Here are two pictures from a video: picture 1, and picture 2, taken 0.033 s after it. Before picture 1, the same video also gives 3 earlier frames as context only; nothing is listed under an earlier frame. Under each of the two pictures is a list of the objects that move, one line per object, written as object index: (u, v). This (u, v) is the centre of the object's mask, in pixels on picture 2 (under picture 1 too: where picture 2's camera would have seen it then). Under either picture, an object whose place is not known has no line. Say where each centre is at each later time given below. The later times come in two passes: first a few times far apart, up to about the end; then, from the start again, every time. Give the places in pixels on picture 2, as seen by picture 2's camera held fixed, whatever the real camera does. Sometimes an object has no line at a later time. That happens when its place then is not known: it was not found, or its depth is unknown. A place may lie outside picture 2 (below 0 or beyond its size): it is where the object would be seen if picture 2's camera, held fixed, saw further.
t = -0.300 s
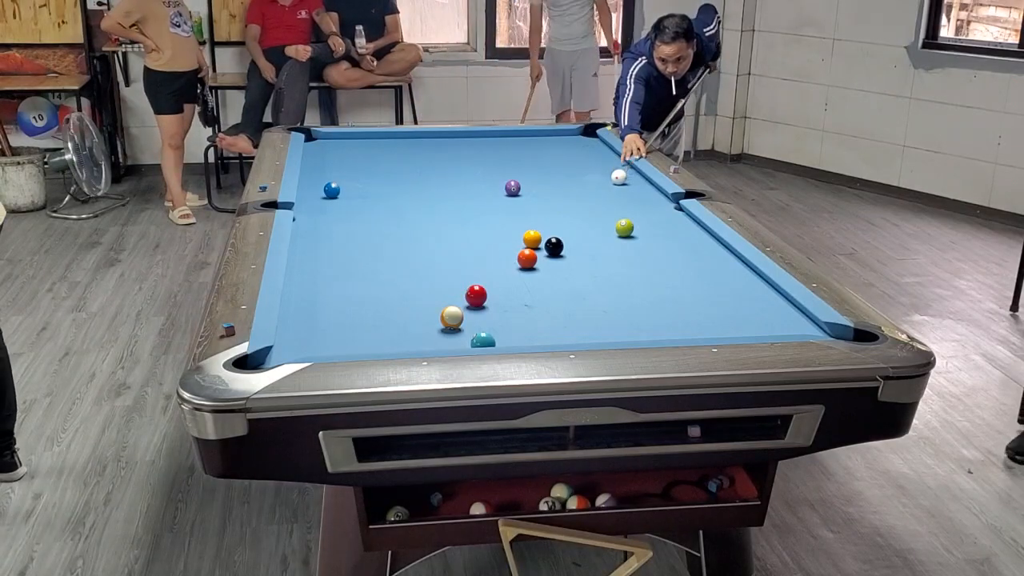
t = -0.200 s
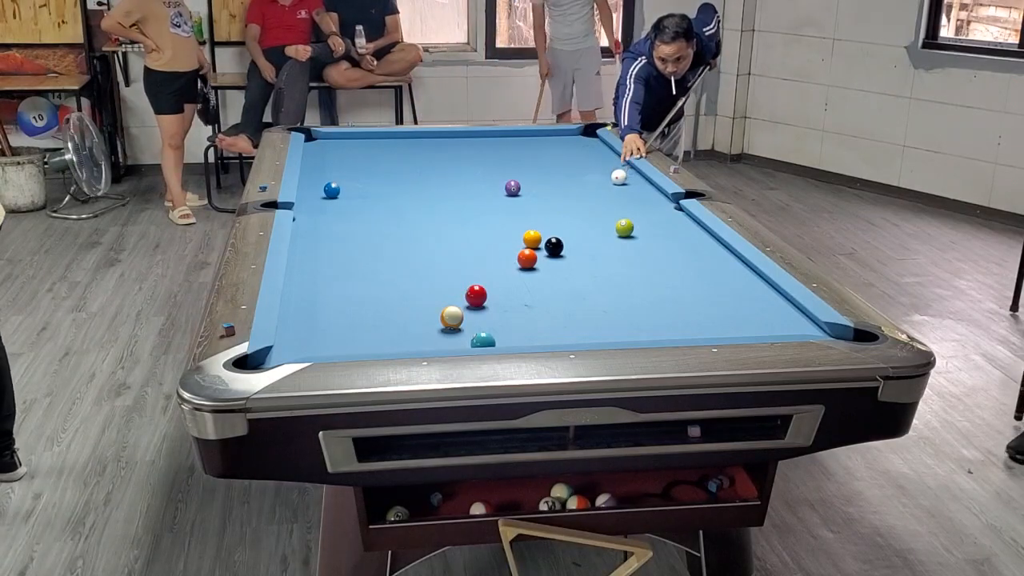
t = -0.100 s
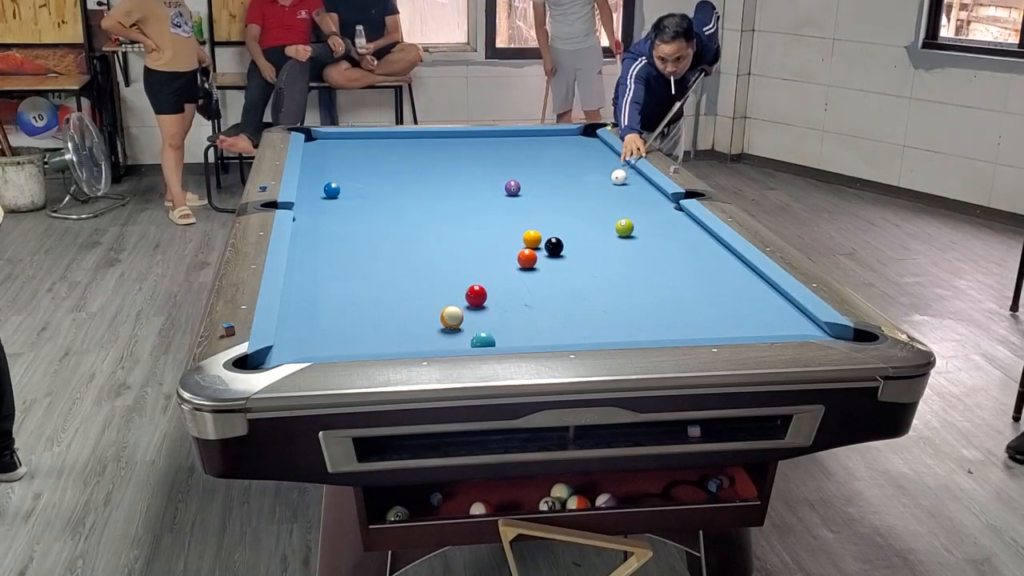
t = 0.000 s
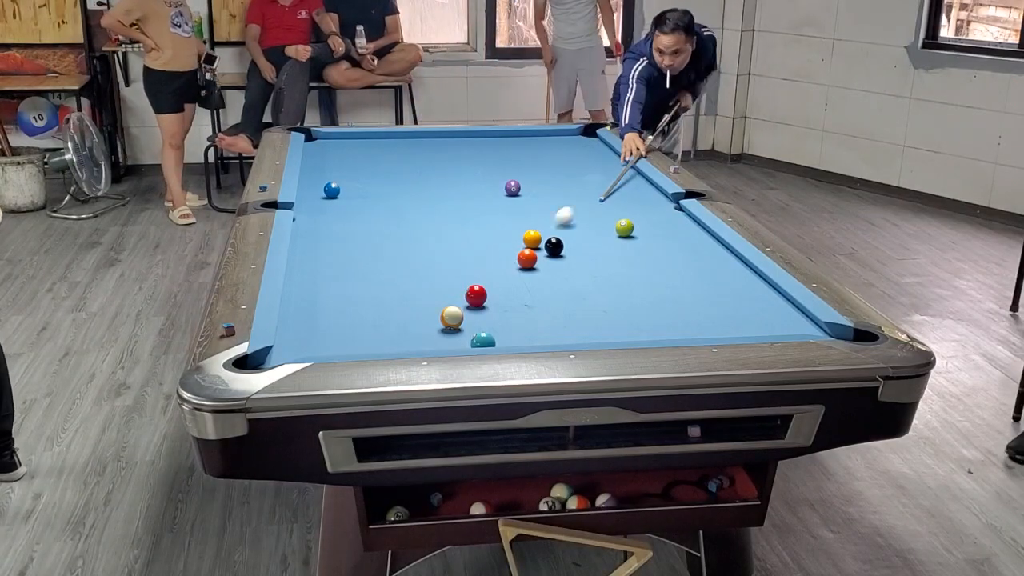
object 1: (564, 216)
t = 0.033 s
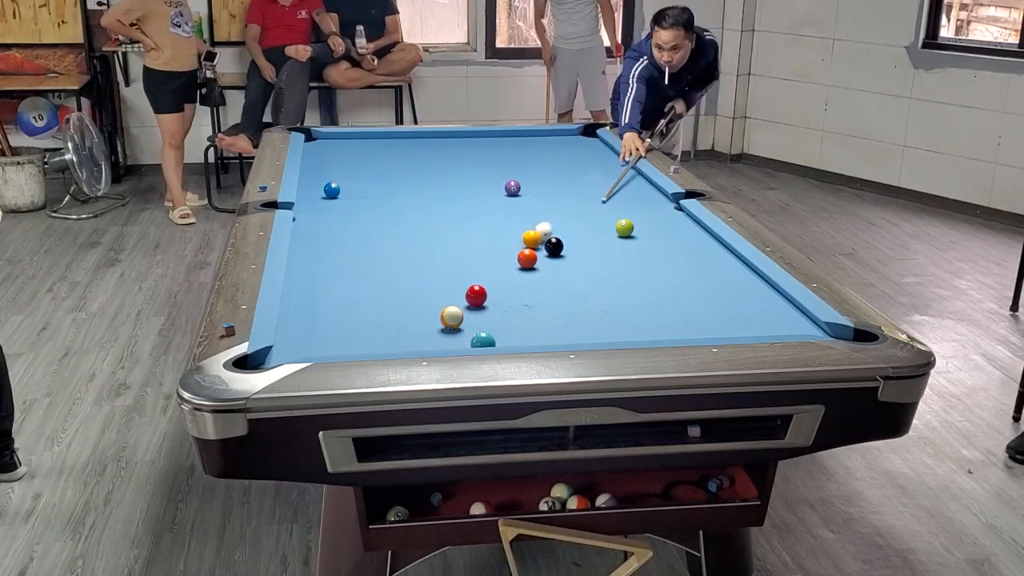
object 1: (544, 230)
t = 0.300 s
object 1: (614, 255)
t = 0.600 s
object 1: (685, 274)
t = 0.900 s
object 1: (764, 294)
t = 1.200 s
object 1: (767, 309)
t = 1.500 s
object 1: (753, 323)
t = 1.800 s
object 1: (739, 331)
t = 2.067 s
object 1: (724, 329)
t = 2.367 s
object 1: (709, 326)
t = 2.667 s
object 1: (697, 322)
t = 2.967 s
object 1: (687, 319)
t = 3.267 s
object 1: (679, 316)
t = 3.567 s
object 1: (674, 313)
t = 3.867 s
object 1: (669, 312)
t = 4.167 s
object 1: (666, 311)
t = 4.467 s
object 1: (666, 311)
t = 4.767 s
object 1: (666, 311)
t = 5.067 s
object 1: (666, 311)
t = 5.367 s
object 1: (666, 311)
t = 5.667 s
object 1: (666, 311)
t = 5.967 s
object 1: (666, 311)
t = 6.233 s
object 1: (666, 311)
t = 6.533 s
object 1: (666, 311)
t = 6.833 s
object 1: (666, 311)
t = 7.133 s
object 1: (666, 311)
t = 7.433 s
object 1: (666, 311)
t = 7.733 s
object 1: (666, 311)
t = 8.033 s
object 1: (666, 311)
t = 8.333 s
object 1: (666, 311)
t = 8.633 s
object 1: (666, 311)
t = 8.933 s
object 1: (666, 311)
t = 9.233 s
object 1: (666, 311)
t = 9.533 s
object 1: (666, 311)
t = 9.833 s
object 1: (666, 311)
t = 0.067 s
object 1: (550, 231)
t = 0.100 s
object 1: (561, 234)
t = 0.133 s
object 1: (571, 242)
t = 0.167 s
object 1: (579, 244)
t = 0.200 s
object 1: (589, 248)
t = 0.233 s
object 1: (597, 250)
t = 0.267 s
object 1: (606, 252)
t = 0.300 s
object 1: (614, 255)
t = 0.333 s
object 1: (621, 257)
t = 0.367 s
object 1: (629, 259)
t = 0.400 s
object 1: (637, 261)
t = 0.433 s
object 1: (645, 263)
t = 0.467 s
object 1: (653, 265)
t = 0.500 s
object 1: (661, 267)
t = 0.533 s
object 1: (669, 269)
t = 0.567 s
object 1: (677, 272)
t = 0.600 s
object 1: (685, 274)
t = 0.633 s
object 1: (694, 276)
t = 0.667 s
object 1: (702, 278)
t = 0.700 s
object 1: (711, 281)
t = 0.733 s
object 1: (719, 283)
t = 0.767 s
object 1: (728, 285)
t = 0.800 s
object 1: (737, 287)
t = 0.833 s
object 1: (746, 290)
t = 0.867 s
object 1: (755, 292)
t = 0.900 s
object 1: (764, 294)
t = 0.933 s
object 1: (772, 296)
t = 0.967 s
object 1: (780, 299)
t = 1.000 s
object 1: (777, 300)
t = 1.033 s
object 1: (775, 302)
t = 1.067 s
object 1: (774, 303)
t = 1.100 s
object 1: (772, 305)
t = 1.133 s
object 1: (770, 306)
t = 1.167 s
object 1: (769, 308)
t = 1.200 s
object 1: (767, 309)
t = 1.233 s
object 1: (766, 311)
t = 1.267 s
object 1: (764, 312)
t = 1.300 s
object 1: (763, 314)
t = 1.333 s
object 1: (761, 315)
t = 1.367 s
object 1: (760, 317)
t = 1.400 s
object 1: (758, 318)
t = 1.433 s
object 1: (757, 320)
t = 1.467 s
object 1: (755, 321)
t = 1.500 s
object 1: (753, 323)
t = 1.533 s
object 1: (751, 324)
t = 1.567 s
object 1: (750, 325)
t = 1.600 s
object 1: (748, 326)
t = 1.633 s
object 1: (747, 327)
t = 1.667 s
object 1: (745, 327)
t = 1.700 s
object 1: (744, 328)
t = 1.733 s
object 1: (742, 329)
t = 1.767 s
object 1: (740, 330)
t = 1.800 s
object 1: (739, 331)
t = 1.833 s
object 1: (737, 331)
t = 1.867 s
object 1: (735, 330)
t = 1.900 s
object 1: (733, 330)
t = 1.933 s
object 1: (731, 330)
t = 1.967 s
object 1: (729, 330)
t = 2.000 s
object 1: (727, 329)
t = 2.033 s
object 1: (725, 329)
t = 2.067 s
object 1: (724, 329)
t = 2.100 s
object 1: (722, 328)
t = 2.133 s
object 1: (720, 328)
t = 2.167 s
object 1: (719, 328)
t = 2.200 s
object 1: (717, 328)
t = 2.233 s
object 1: (716, 327)
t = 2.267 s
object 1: (714, 327)
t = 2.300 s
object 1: (712, 326)
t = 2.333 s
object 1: (711, 326)
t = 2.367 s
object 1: (709, 326)
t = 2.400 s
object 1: (708, 326)
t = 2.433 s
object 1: (706, 326)
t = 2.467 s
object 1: (705, 325)
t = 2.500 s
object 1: (704, 325)
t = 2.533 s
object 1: (702, 324)
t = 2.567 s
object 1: (701, 324)
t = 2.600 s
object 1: (700, 324)
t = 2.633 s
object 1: (698, 323)
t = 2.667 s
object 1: (697, 322)
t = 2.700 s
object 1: (696, 322)
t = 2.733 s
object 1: (695, 322)
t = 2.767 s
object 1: (693, 321)
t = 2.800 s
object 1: (692, 321)
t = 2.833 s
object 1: (691, 320)
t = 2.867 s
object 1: (690, 320)
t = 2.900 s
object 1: (689, 320)
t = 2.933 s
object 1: (688, 319)
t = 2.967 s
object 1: (687, 319)
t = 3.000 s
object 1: (686, 319)
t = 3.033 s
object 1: (685, 318)
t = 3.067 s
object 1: (684, 318)
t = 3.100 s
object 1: (683, 318)
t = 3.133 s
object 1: (683, 317)
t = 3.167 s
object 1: (682, 317)
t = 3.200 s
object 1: (681, 316)
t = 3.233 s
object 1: (680, 316)
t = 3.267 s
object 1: (679, 316)
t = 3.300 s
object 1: (679, 316)
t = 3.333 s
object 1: (678, 315)
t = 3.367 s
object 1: (677, 315)
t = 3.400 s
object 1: (677, 315)
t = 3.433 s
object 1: (676, 315)
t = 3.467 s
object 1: (675, 314)
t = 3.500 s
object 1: (675, 314)
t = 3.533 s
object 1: (674, 314)
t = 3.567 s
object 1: (674, 313)
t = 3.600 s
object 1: (673, 313)
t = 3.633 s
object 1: (672, 313)
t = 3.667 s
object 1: (672, 313)
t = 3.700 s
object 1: (671, 313)
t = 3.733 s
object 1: (671, 313)
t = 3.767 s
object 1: (671, 312)
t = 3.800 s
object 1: (670, 312)
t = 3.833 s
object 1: (670, 312)
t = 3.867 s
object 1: (669, 312)
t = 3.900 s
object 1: (669, 312)
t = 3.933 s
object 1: (668, 311)
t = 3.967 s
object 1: (668, 311)
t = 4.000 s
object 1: (668, 311)
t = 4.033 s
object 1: (667, 311)
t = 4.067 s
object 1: (667, 311)
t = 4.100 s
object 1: (667, 311)
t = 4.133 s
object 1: (667, 311)
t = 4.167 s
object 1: (666, 311)
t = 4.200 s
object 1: (666, 311)
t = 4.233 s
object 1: (666, 311)
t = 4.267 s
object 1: (666, 311)
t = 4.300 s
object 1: (666, 311)
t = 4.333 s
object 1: (666, 311)
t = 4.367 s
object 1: (666, 311)
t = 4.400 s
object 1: (666, 311)
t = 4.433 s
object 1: (666, 311)
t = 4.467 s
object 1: (666, 311)
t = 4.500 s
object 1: (666, 311)
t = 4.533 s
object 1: (666, 311)
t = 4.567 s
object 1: (666, 311)
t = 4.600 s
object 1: (666, 311)
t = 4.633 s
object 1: (666, 311)
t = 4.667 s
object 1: (666, 311)
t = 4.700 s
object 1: (666, 311)
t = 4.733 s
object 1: (666, 311)
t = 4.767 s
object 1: (666, 311)
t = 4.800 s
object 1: (666, 311)
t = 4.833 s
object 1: (666, 311)
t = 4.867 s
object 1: (666, 311)
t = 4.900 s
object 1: (666, 311)
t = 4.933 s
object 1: (666, 311)
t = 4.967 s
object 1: (666, 311)
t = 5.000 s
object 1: (666, 311)
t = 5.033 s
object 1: (666, 311)
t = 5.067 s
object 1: (666, 311)
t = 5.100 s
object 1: (666, 311)
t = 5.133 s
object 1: (666, 311)
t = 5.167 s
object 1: (666, 311)
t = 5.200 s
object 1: (666, 311)
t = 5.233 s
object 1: (666, 311)
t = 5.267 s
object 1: (666, 311)
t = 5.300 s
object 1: (666, 311)
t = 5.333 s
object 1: (666, 311)
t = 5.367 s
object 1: (666, 311)
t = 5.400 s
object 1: (666, 311)
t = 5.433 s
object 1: (666, 311)
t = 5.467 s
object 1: (666, 311)
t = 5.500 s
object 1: (666, 311)
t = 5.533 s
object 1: (666, 311)
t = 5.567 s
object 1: (666, 311)
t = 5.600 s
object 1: (666, 311)
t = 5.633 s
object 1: (666, 311)
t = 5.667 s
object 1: (666, 311)
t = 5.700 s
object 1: (666, 311)
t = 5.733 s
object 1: (666, 311)
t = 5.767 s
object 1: (666, 311)
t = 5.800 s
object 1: (666, 311)
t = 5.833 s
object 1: (666, 311)
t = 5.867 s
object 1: (666, 311)
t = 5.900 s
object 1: (666, 311)
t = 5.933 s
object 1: (666, 311)
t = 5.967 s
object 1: (666, 311)
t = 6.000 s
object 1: (666, 311)
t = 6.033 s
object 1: (666, 311)
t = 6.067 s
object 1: (666, 311)
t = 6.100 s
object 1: (666, 311)
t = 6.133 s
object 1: (666, 311)
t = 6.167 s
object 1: (666, 311)
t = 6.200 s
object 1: (666, 311)
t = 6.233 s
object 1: (666, 311)
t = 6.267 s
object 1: (666, 311)
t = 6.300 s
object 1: (666, 311)
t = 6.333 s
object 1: (666, 311)
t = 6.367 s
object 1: (666, 311)
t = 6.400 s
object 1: (666, 311)
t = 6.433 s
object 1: (666, 311)
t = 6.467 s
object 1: (666, 311)
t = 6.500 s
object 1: (666, 311)
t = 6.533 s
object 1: (666, 311)
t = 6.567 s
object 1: (666, 311)
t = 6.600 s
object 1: (666, 311)
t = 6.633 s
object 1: (666, 311)
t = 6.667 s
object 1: (666, 311)
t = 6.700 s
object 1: (666, 311)
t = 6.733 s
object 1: (666, 311)
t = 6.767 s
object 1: (666, 311)
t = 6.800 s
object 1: (666, 311)
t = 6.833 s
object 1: (666, 311)
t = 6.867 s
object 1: (666, 311)
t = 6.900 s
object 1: (666, 311)
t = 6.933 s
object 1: (666, 311)
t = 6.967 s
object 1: (666, 311)
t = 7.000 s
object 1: (666, 311)
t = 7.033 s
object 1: (666, 311)
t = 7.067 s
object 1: (666, 311)
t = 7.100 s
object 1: (666, 311)
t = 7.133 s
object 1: (666, 311)
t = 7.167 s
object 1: (666, 311)
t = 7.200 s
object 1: (666, 311)
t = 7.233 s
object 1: (666, 311)
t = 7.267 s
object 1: (666, 311)
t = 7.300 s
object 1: (666, 311)
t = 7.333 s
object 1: (666, 311)
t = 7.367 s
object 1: (666, 311)
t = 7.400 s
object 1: (666, 311)
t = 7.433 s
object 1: (666, 311)
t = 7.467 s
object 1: (666, 311)
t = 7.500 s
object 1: (666, 311)
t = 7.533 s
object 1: (666, 311)
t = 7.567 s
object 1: (666, 311)
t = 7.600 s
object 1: (666, 311)
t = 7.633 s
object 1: (666, 311)
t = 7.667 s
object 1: (666, 311)
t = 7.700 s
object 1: (666, 311)
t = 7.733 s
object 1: (666, 311)
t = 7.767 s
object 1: (666, 311)
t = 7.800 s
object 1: (666, 311)
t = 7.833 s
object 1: (666, 311)
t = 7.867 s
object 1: (666, 311)
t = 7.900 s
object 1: (666, 311)
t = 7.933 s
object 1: (666, 311)
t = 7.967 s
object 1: (666, 311)
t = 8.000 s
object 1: (666, 311)
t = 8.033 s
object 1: (666, 311)
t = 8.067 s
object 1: (666, 311)
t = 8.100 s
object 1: (666, 311)
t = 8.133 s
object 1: (666, 311)
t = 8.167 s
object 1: (666, 311)
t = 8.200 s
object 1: (666, 311)
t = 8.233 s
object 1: (666, 311)
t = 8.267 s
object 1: (666, 311)
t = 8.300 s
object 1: (666, 311)
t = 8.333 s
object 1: (666, 311)
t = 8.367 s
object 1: (666, 311)
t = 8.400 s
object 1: (666, 311)
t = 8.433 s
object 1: (666, 311)
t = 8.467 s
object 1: (666, 311)
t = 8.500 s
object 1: (666, 311)
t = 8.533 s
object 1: (666, 311)
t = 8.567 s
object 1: (666, 311)
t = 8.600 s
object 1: (666, 311)
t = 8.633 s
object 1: (666, 311)
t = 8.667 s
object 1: (666, 311)
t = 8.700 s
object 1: (666, 311)
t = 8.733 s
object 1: (666, 311)
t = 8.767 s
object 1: (666, 311)
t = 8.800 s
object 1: (666, 311)
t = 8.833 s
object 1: (666, 311)
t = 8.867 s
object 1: (666, 311)
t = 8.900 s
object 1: (666, 311)
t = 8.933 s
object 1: (666, 311)
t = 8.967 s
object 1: (666, 311)
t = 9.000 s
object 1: (666, 311)
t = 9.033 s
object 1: (666, 311)
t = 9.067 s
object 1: (666, 311)
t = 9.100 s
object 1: (666, 311)
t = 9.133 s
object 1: (666, 311)
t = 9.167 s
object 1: (666, 311)
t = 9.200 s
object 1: (666, 311)
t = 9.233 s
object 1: (666, 311)
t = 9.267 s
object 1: (666, 311)
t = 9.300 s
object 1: (666, 311)
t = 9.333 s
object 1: (666, 311)
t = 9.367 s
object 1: (666, 311)
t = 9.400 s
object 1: (666, 311)
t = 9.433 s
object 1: (666, 311)
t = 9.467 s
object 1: (666, 311)
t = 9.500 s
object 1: (666, 311)
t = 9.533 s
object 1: (666, 311)
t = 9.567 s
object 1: (666, 311)
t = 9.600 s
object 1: (666, 311)
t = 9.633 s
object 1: (666, 311)
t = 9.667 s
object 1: (666, 311)
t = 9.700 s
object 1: (666, 311)
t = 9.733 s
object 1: (666, 311)
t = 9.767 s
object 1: (666, 311)
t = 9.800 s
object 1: (666, 311)
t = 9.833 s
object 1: (666, 311)
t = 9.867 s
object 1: (666, 311)
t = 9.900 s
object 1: (666, 311)
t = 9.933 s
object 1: (666, 311)
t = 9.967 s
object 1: (666, 311)
